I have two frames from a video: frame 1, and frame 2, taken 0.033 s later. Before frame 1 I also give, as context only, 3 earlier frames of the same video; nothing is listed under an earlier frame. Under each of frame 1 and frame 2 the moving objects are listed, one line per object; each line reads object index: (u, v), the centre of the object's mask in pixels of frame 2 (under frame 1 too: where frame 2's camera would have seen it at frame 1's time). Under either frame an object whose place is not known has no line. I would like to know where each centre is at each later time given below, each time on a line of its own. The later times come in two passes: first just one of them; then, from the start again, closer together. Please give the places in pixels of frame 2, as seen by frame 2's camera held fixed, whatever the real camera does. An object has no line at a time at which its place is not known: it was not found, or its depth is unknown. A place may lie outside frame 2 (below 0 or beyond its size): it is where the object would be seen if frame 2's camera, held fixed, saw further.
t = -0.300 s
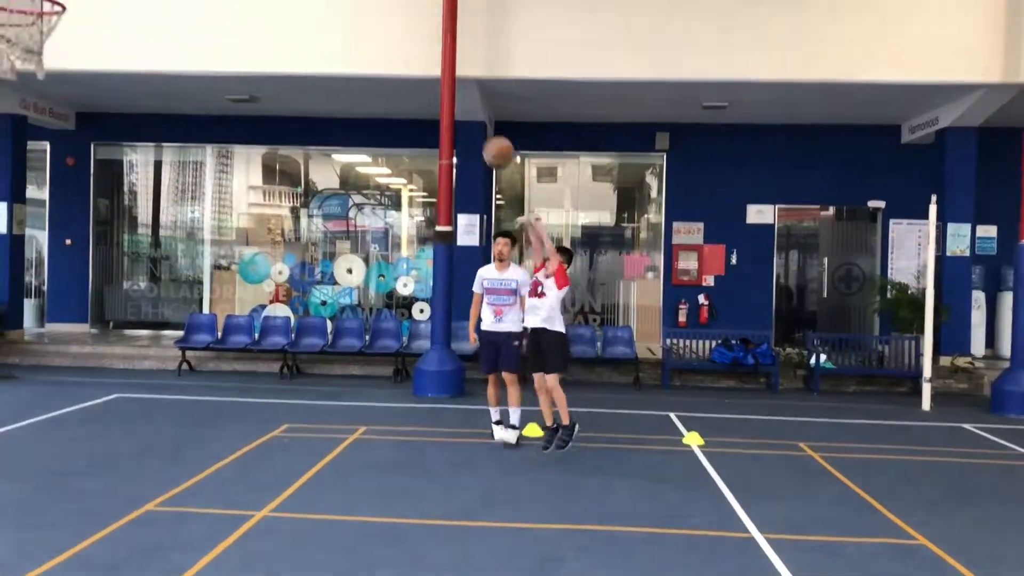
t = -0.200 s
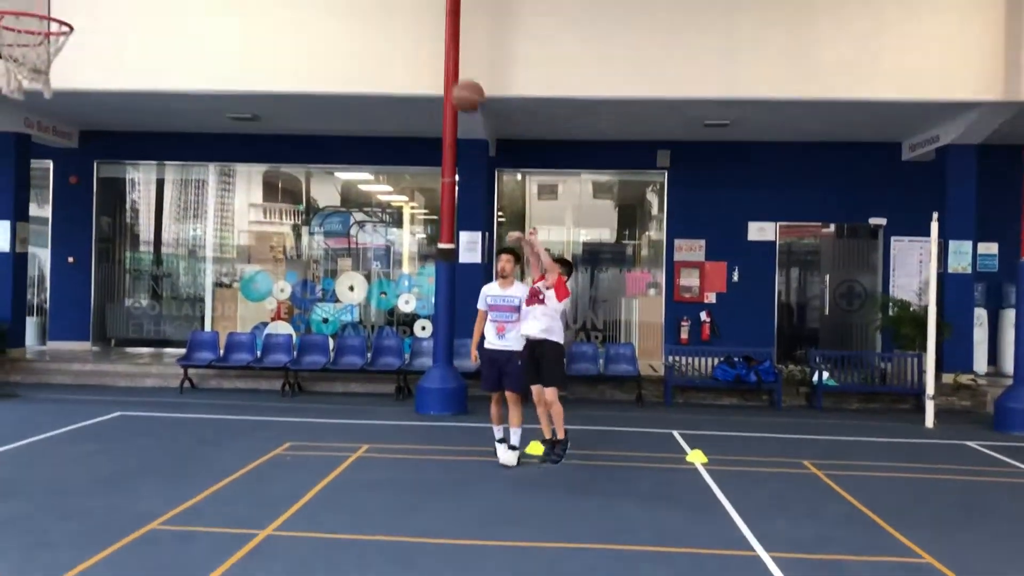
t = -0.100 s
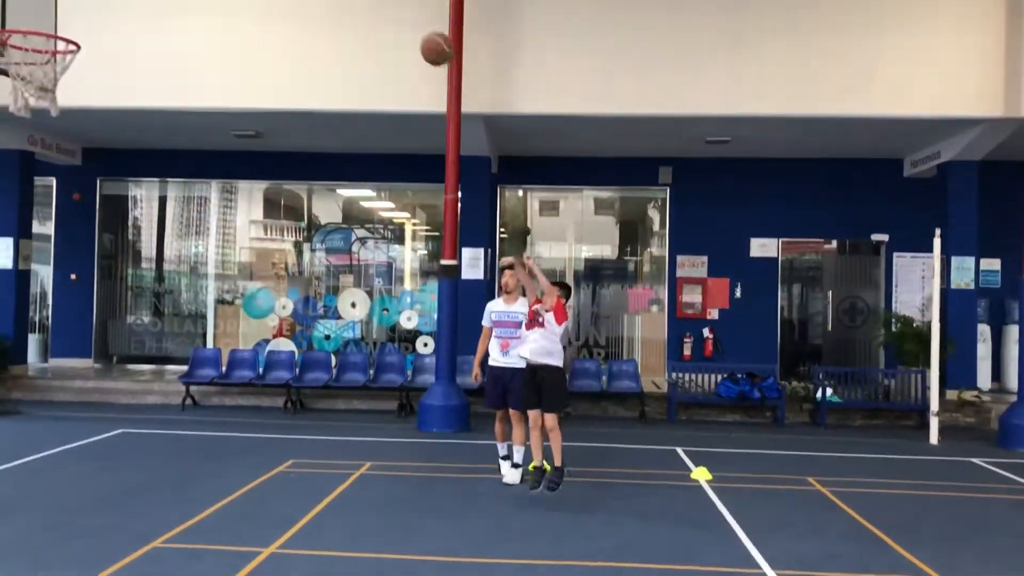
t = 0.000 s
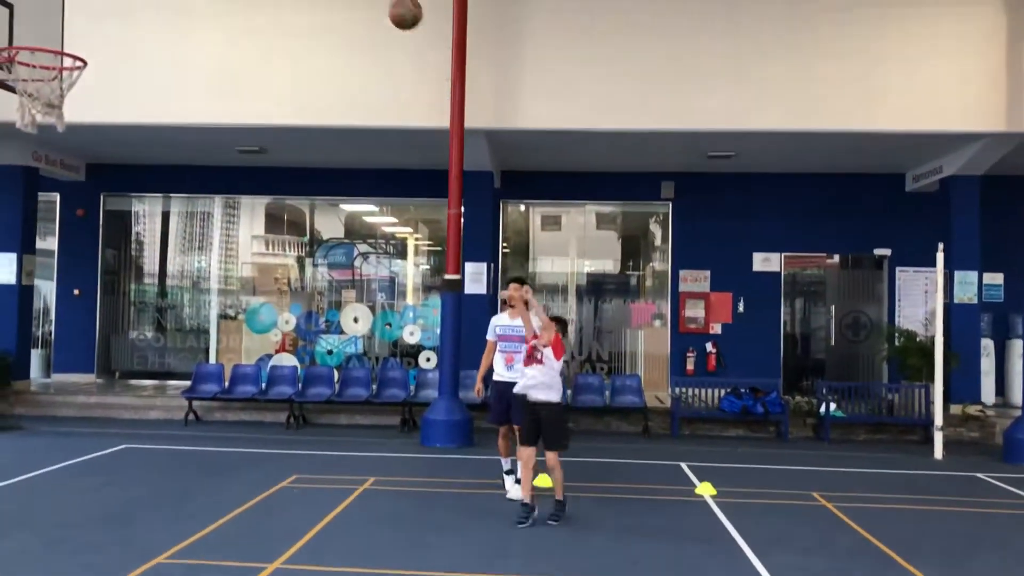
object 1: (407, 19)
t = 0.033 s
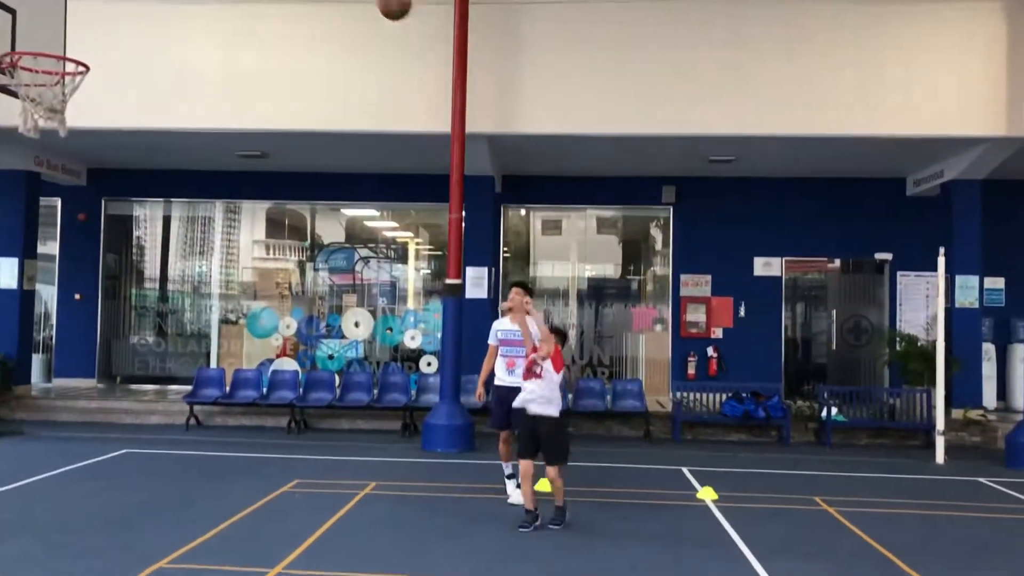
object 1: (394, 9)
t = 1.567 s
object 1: (72, 196)
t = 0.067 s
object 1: (382, 0)
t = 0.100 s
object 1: (370, -8)
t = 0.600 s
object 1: (154, -21)
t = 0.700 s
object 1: (105, 26)
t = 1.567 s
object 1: (72, 196)
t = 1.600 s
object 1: (72, 229)
